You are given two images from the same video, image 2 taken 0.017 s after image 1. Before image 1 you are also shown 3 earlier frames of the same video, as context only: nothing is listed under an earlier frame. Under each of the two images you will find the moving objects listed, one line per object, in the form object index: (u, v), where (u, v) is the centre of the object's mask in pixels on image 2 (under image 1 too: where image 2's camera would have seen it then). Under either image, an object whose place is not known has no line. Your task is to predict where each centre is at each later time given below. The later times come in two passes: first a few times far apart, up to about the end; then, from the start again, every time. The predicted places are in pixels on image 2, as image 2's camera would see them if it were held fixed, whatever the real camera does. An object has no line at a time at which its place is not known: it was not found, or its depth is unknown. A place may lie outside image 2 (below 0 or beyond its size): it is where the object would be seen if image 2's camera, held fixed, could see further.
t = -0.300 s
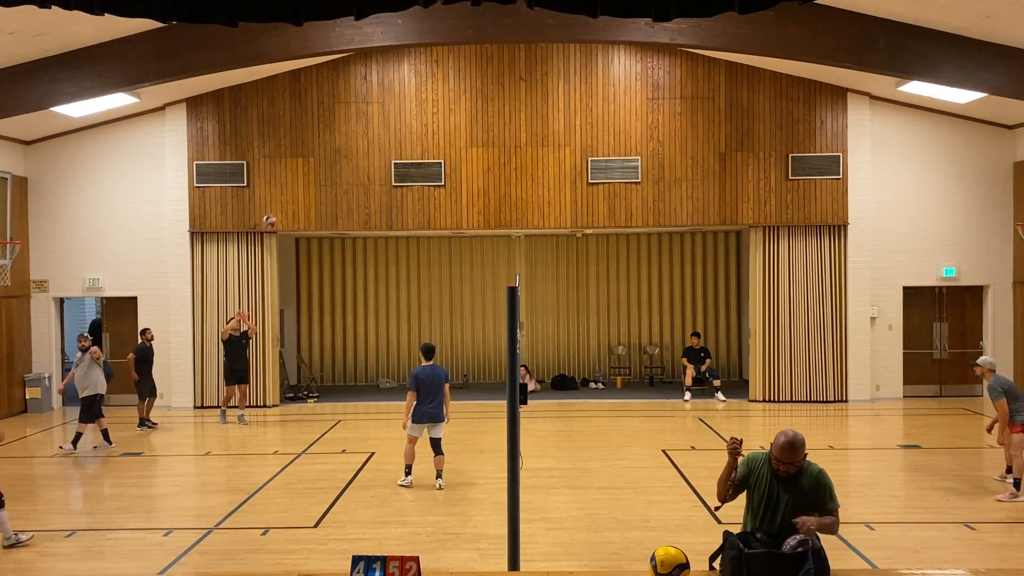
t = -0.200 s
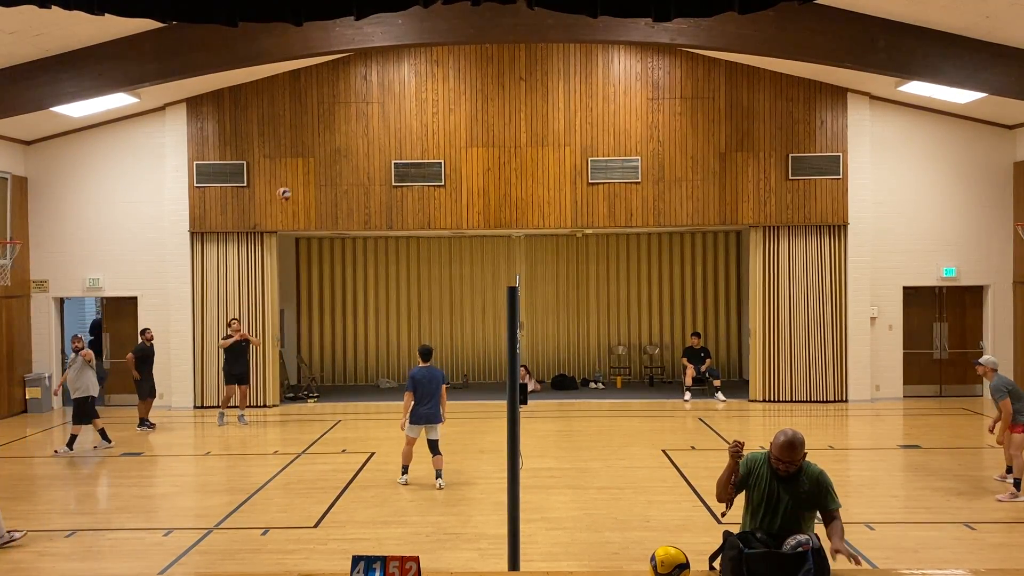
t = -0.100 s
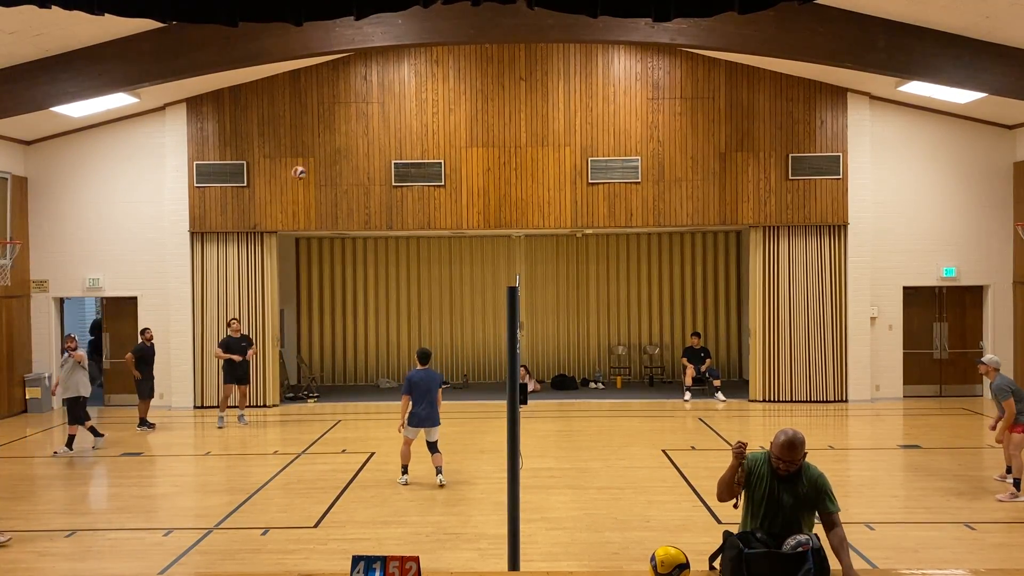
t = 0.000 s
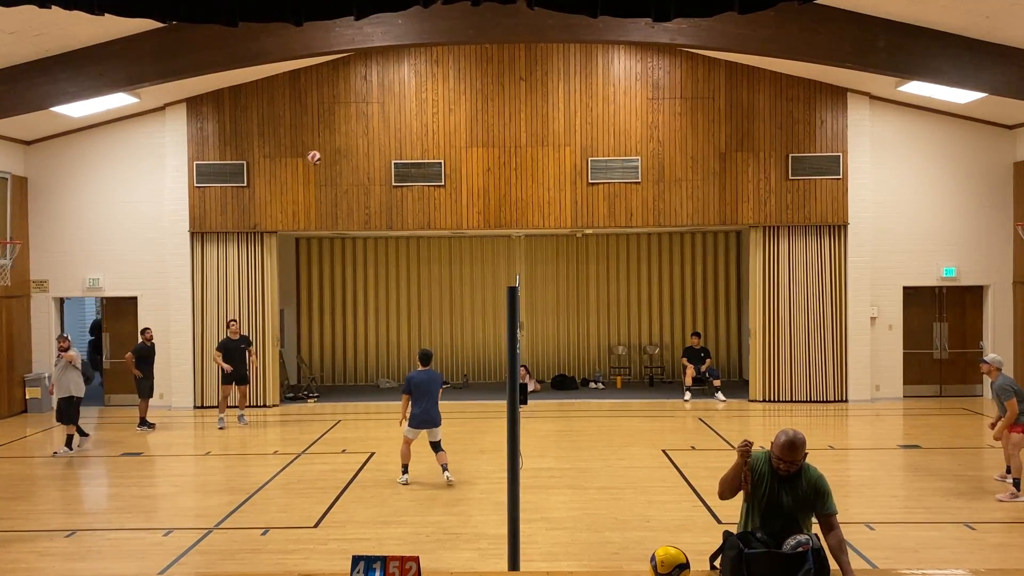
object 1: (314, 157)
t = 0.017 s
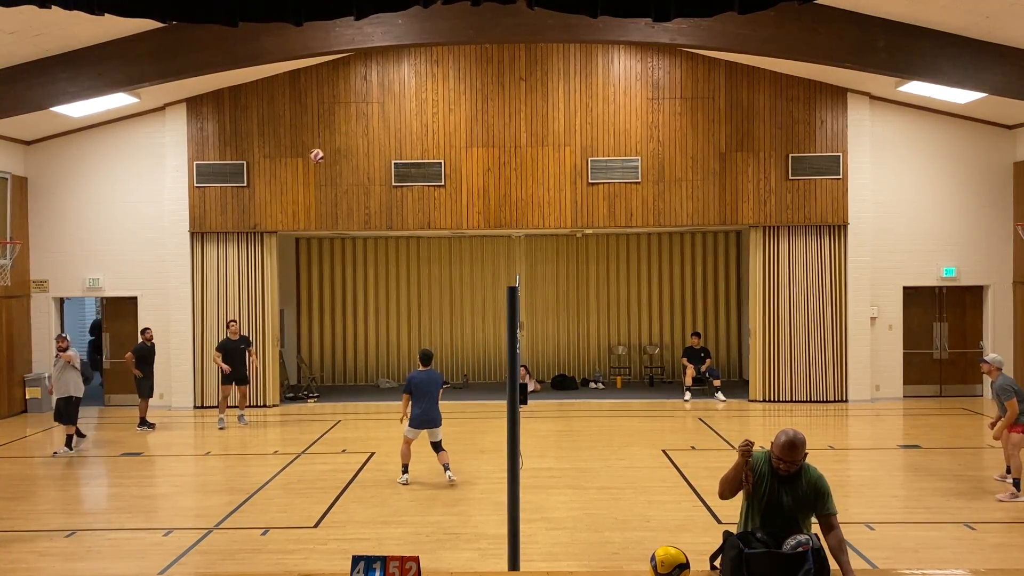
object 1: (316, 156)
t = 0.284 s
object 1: (361, 151)
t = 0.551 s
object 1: (411, 200)
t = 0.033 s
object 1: (319, 154)
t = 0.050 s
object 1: (322, 153)
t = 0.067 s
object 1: (324, 151)
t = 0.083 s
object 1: (327, 150)
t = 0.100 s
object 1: (330, 149)
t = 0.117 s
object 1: (332, 148)
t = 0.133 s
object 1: (335, 148)
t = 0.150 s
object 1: (338, 147)
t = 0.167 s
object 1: (341, 147)
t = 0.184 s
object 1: (344, 147)
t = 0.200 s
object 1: (346, 147)
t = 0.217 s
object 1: (349, 147)
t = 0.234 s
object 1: (352, 148)
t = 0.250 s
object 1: (355, 149)
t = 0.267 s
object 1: (358, 150)
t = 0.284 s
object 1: (361, 151)
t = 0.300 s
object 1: (364, 152)
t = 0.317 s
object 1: (367, 154)
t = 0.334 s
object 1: (370, 156)
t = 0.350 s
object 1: (373, 158)
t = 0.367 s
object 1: (376, 160)
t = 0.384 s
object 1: (379, 163)
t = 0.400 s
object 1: (382, 166)
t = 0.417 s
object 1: (385, 168)
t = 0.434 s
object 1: (389, 172)
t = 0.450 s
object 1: (392, 175)
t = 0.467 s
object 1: (395, 179)
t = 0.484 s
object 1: (398, 182)
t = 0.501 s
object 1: (402, 187)
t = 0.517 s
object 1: (405, 191)
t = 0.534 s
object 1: (408, 195)
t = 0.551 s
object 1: (411, 200)
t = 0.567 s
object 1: (415, 205)
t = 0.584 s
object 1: (418, 210)
